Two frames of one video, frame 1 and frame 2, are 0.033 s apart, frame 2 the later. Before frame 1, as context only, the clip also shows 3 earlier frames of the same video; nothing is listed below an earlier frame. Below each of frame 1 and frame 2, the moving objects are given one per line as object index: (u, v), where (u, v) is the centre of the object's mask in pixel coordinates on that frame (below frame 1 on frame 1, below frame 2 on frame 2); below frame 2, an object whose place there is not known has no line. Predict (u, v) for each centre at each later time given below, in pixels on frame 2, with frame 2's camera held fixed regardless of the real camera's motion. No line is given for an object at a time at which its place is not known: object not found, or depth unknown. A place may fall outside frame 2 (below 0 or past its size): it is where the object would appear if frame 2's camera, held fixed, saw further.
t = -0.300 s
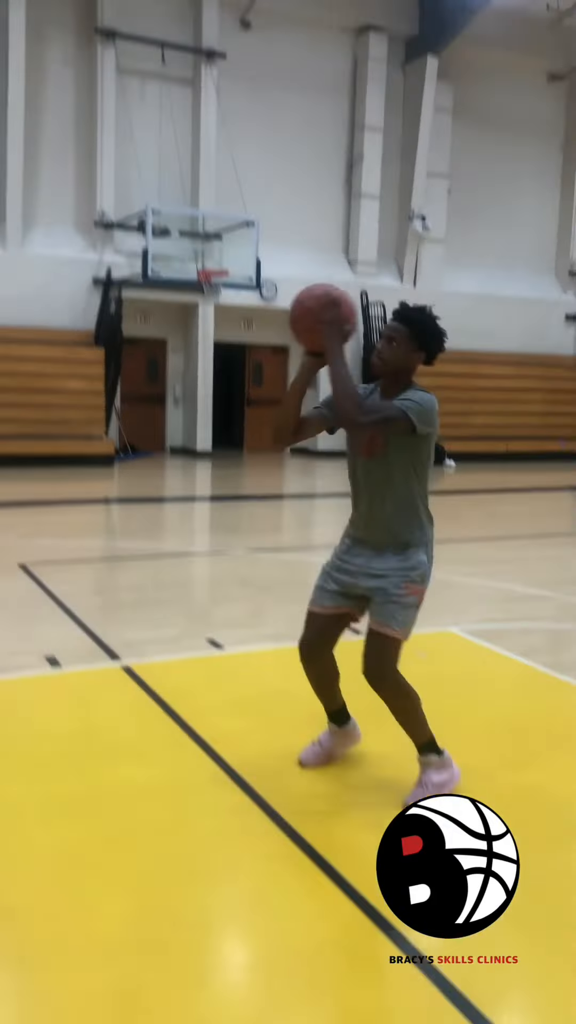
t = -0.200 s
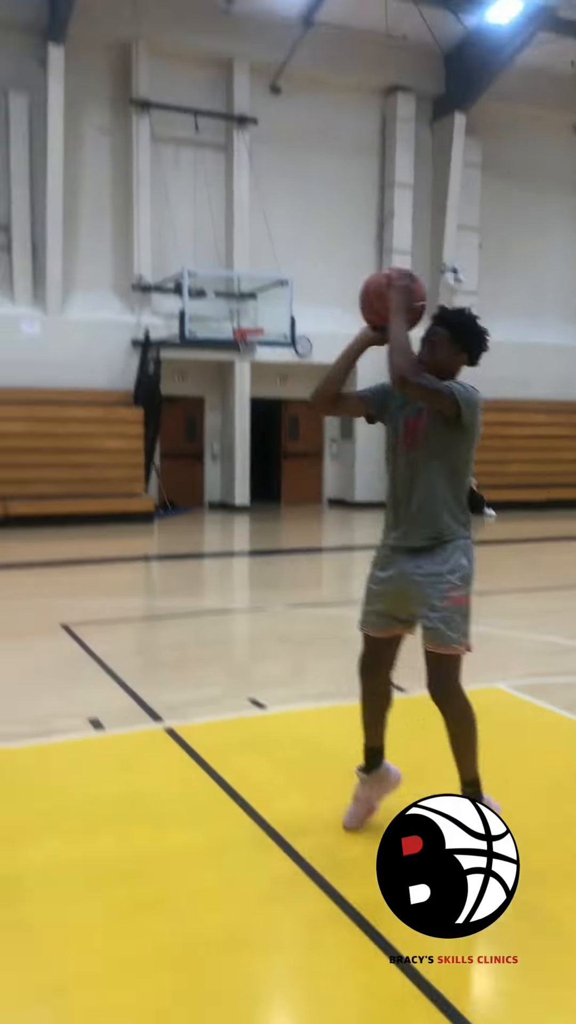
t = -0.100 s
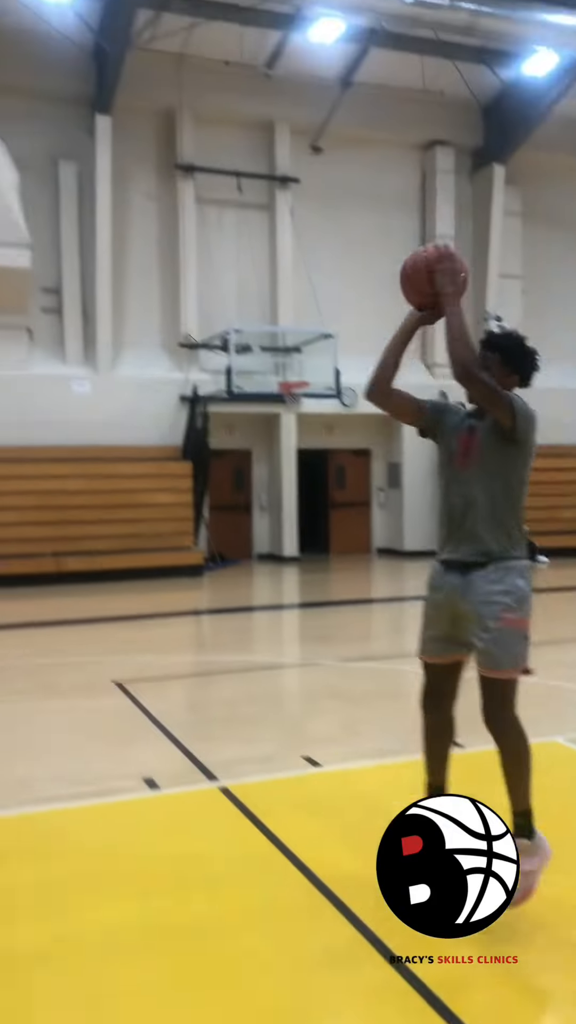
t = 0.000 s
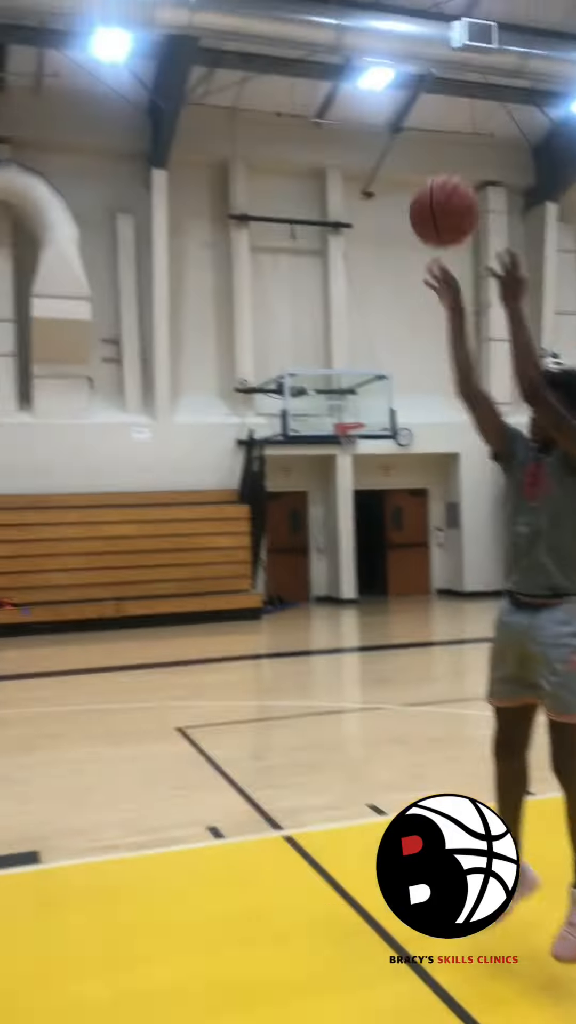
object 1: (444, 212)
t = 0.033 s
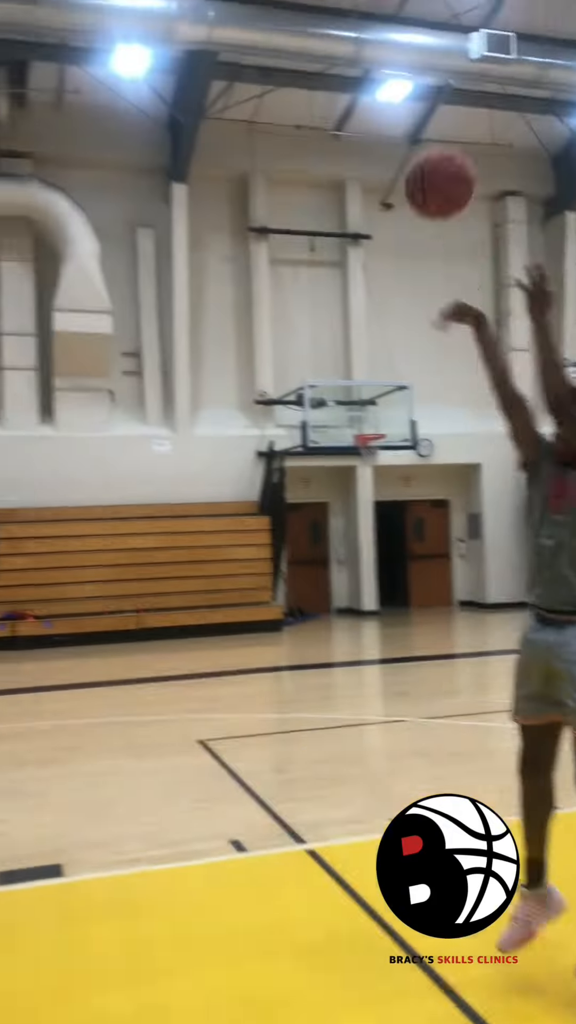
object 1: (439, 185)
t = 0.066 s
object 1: (415, 149)
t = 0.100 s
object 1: (390, 113)
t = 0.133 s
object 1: (363, 82)
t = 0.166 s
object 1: (338, 53)
